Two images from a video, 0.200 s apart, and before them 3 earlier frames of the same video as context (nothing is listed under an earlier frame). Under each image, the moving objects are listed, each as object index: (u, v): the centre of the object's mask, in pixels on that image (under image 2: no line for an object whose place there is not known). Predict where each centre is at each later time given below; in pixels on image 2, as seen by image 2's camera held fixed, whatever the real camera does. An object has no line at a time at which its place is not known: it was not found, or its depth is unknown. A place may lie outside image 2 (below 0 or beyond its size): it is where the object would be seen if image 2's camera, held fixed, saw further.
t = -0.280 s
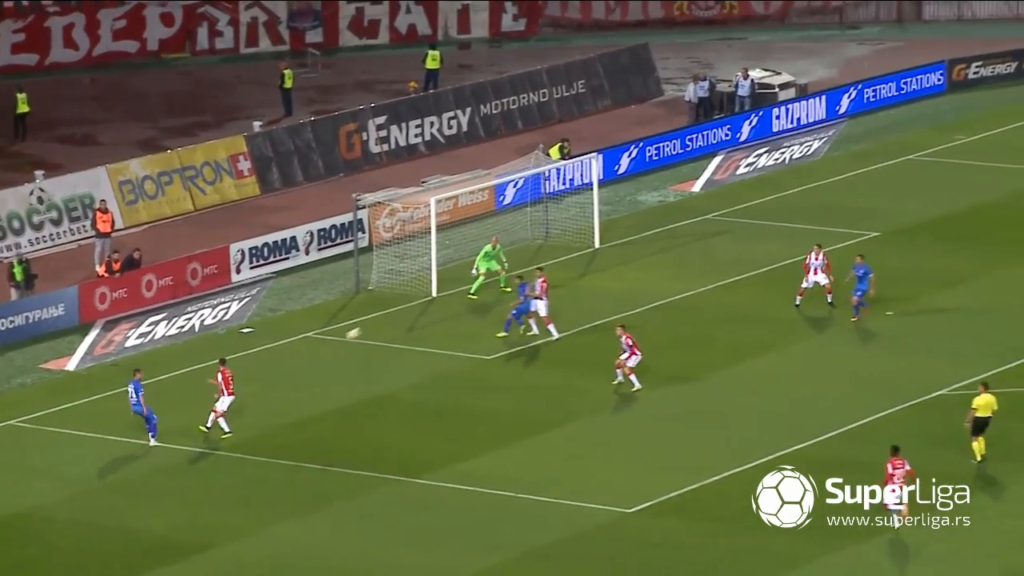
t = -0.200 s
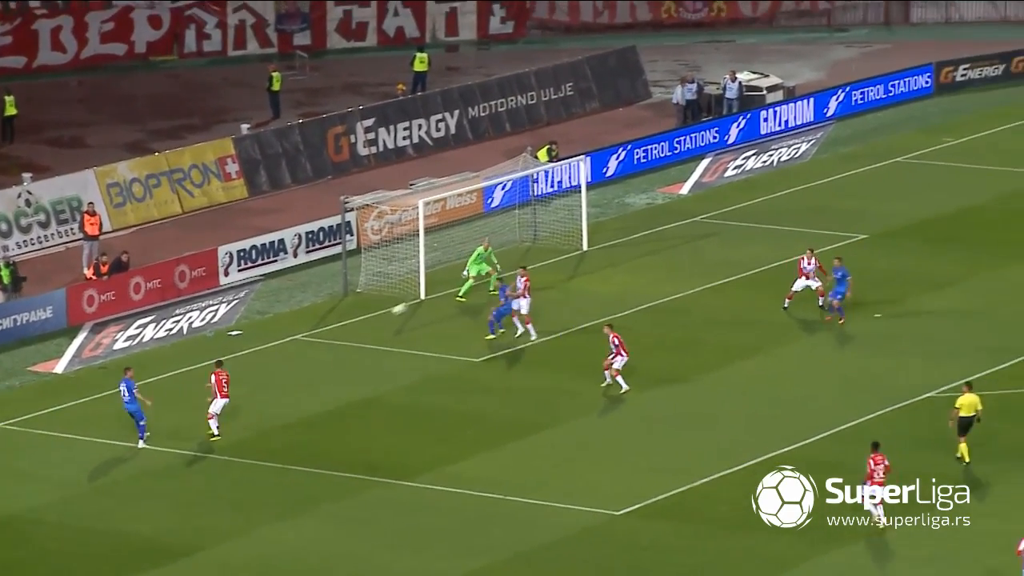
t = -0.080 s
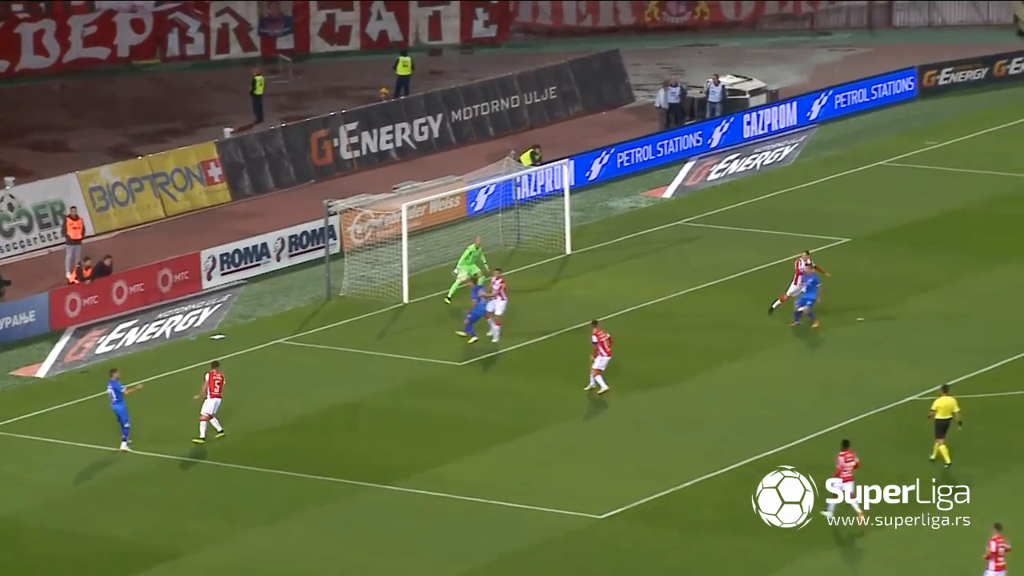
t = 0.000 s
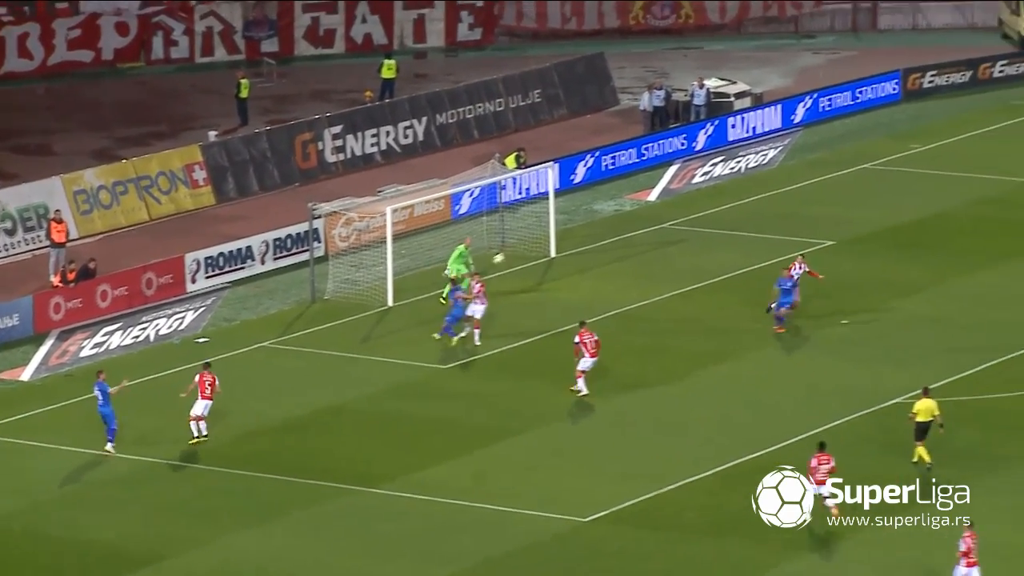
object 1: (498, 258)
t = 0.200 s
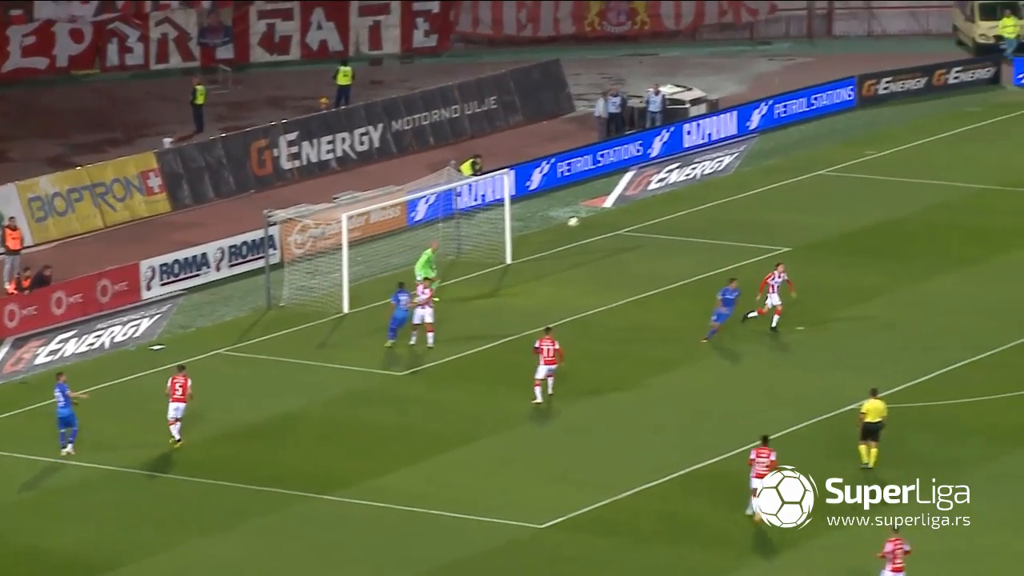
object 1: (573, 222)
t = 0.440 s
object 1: (699, 188)
